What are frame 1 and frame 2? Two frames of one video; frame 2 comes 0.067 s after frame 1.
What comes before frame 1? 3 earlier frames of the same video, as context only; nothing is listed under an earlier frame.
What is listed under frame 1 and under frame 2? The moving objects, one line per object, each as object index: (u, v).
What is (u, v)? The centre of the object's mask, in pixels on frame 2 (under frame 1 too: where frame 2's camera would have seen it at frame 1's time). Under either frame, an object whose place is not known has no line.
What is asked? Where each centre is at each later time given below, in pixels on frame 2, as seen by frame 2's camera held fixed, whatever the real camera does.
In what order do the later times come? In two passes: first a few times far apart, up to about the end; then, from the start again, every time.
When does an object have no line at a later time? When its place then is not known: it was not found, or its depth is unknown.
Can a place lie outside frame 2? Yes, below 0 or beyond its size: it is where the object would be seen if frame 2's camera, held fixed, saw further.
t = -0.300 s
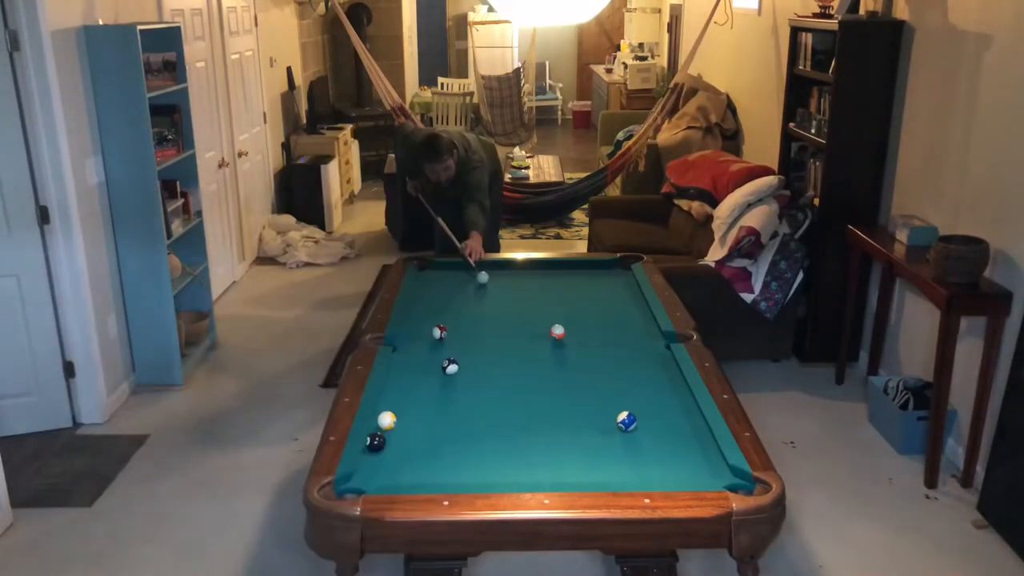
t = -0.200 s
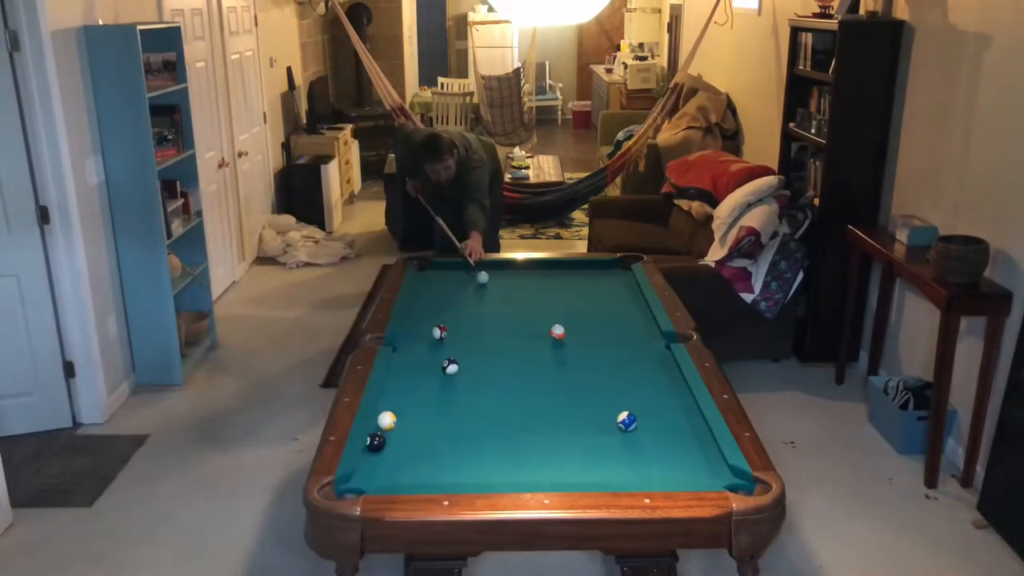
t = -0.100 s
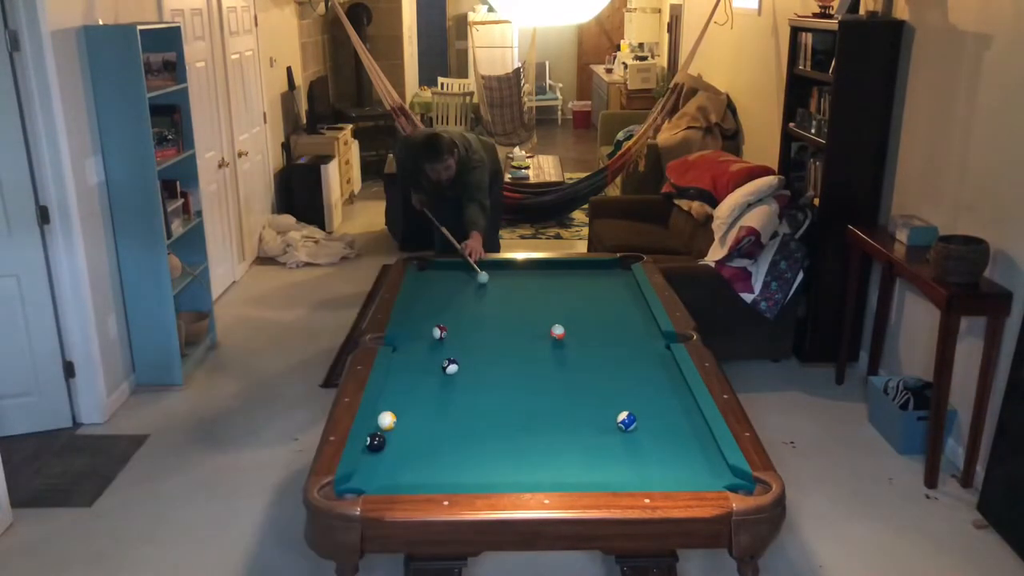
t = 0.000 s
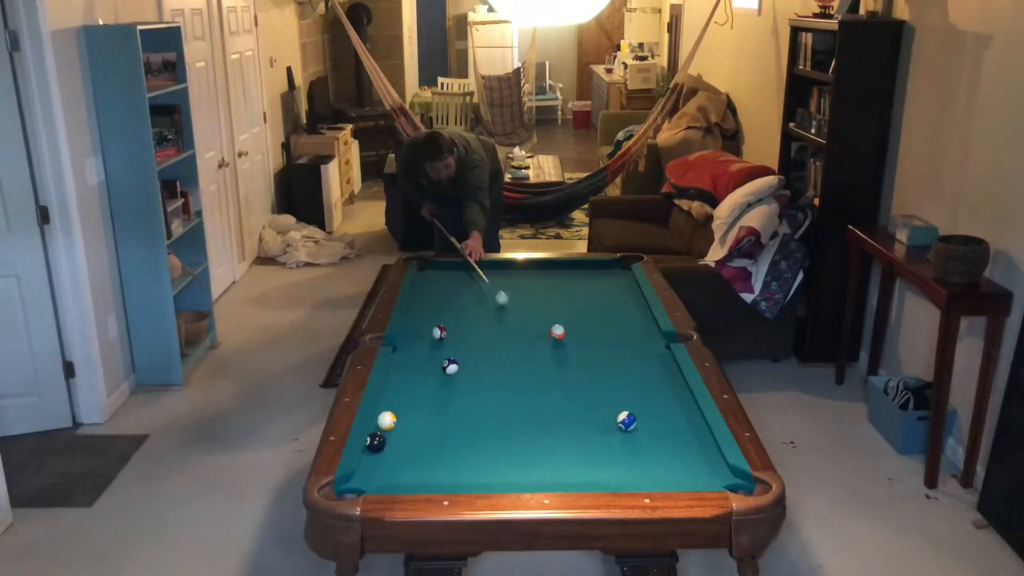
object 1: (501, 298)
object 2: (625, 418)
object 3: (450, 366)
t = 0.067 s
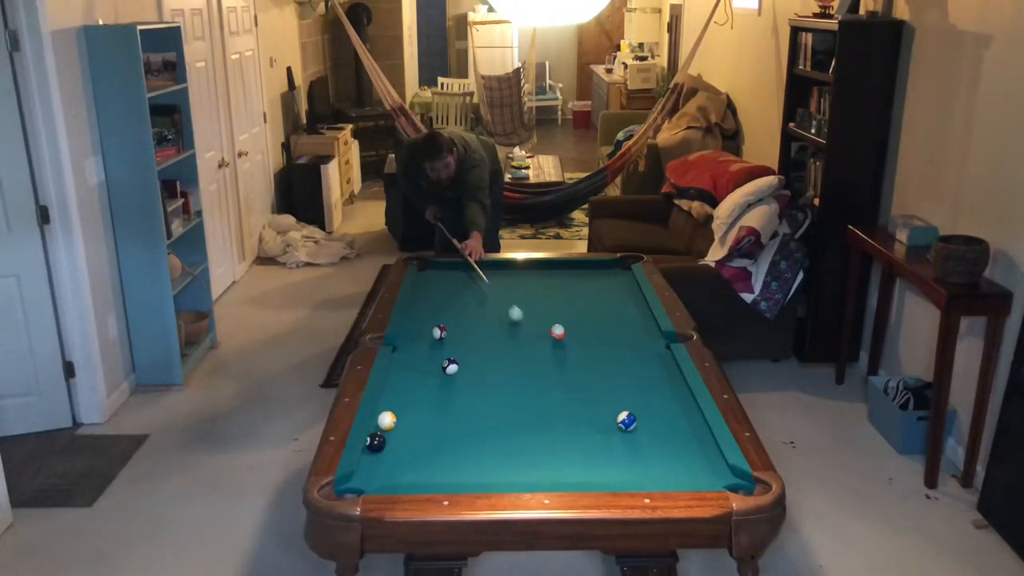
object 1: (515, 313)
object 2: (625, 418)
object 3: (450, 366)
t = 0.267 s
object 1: (561, 363)
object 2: (625, 418)
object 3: (450, 366)
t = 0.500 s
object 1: (594, 429)
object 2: (665, 431)
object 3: (450, 366)
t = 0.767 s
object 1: (556, 465)
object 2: (671, 472)
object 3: (450, 366)
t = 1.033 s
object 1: (527, 432)
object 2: (611, 467)
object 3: (450, 365)
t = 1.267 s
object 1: (505, 410)
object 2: (561, 457)
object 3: (450, 366)
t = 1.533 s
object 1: (484, 387)
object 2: (509, 446)
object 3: (450, 366)
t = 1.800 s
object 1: (467, 369)
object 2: (466, 436)
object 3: (450, 366)
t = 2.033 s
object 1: (470, 355)
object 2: (428, 427)
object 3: (436, 364)
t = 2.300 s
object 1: (473, 341)
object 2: (404, 418)
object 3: (422, 362)
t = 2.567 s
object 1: (477, 329)
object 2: (412, 410)
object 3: (409, 361)
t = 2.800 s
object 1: (480, 320)
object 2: (418, 405)
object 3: (399, 360)
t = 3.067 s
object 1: (483, 310)
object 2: (425, 398)
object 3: (401, 359)
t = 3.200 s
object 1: (484, 306)
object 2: (427, 395)
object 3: (404, 359)
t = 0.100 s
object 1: (523, 321)
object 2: (625, 418)
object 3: (450, 366)
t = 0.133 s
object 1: (529, 329)
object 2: (625, 418)
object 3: (450, 366)
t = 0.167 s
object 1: (537, 337)
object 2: (624, 418)
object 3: (450, 366)
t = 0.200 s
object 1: (544, 345)
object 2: (625, 418)
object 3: (450, 366)
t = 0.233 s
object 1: (553, 354)
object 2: (624, 418)
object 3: (450, 366)
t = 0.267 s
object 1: (561, 363)
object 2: (625, 418)
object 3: (450, 366)
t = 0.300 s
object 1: (570, 373)
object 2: (625, 418)
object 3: (450, 366)
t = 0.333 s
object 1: (579, 383)
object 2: (625, 418)
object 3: (450, 366)
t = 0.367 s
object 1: (590, 393)
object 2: (625, 418)
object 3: (450, 366)
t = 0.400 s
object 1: (600, 405)
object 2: (625, 418)
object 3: (450, 366)
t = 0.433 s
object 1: (608, 416)
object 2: (627, 418)
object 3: (450, 366)
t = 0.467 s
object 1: (601, 422)
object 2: (646, 425)
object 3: (450, 366)
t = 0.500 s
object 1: (594, 429)
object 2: (665, 431)
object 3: (450, 366)
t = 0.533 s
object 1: (588, 436)
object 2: (686, 438)
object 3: (450, 365)
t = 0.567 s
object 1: (582, 443)
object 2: (706, 445)
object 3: (450, 366)
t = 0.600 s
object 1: (577, 452)
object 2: (709, 450)
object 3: (450, 366)
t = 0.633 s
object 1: (573, 460)
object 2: (697, 455)
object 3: (450, 366)
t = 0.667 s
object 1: (568, 469)
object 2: (690, 459)
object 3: (450, 366)
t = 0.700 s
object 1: (564, 475)
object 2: (683, 461)
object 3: (450, 366)
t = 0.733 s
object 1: (560, 470)
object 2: (675, 466)
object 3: (450, 366)
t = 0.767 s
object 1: (556, 465)
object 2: (671, 472)
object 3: (450, 366)
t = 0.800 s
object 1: (552, 460)
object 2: (663, 472)
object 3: (450, 366)
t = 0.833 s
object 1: (548, 455)
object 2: (656, 474)
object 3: (450, 366)
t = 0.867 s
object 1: (544, 450)
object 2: (648, 471)
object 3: (450, 366)
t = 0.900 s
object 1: (541, 446)
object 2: (638, 471)
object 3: (450, 366)
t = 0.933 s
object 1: (537, 443)
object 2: (632, 471)
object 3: (450, 366)
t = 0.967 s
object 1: (533, 440)
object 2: (624, 470)
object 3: (450, 365)
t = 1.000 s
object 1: (530, 436)
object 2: (618, 469)
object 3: (450, 366)
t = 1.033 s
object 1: (527, 432)
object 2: (611, 467)
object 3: (450, 365)
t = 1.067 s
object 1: (523, 429)
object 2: (602, 465)
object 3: (450, 366)
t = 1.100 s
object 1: (520, 425)
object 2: (595, 464)
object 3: (450, 366)
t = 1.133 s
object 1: (517, 422)
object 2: (588, 463)
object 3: (450, 365)
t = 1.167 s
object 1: (514, 419)
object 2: (581, 462)
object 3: (450, 366)
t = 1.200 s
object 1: (511, 416)
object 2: (574, 460)
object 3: (450, 366)
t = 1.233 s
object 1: (508, 413)
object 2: (568, 458)
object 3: (450, 366)
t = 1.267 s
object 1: (505, 410)
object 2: (561, 457)
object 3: (450, 366)
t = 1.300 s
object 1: (502, 407)
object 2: (554, 455)
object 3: (450, 366)
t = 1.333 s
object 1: (500, 404)
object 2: (547, 454)
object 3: (450, 366)
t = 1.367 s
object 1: (497, 401)
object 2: (541, 453)
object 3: (450, 366)
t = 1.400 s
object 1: (494, 398)
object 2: (534, 452)
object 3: (450, 366)
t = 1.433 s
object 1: (492, 395)
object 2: (528, 450)
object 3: (450, 366)
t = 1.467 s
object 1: (489, 393)
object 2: (522, 449)
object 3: (450, 366)
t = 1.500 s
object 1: (487, 390)
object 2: (515, 447)
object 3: (450, 366)
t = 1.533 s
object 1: (484, 387)
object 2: (509, 446)
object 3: (450, 366)
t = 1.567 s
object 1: (482, 385)
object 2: (503, 444)
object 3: (450, 366)
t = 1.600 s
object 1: (480, 382)
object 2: (497, 443)
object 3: (450, 366)
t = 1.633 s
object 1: (477, 380)
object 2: (491, 442)
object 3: (450, 366)
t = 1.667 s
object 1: (476, 378)
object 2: (488, 441)
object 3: (450, 366)
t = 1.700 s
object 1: (474, 376)
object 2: (483, 440)
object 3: (450, 366)
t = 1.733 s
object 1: (472, 373)
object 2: (477, 438)
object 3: (450, 366)
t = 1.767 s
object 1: (470, 371)
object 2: (471, 437)
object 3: (450, 366)
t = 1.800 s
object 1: (467, 369)
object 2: (466, 436)
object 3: (450, 366)
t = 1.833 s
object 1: (467, 367)
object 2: (460, 434)
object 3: (448, 366)
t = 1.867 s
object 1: (468, 364)
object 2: (455, 433)
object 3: (446, 365)
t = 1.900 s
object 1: (468, 362)
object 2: (449, 432)
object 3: (444, 365)
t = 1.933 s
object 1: (469, 361)
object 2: (444, 431)
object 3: (442, 364)
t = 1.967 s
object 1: (469, 359)
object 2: (439, 429)
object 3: (440, 364)
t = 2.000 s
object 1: (469, 357)
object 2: (433, 428)
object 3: (438, 364)
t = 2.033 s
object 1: (470, 355)
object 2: (428, 427)
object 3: (436, 364)
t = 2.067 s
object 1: (470, 353)
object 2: (423, 426)
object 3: (434, 364)
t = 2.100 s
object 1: (471, 351)
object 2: (418, 425)
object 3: (432, 364)
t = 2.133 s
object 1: (471, 350)
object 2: (413, 424)
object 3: (430, 364)
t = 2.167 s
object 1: (472, 348)
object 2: (408, 423)
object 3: (429, 363)
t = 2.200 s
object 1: (472, 346)
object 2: (406, 422)
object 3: (427, 363)
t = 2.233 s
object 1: (472, 344)
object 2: (405, 421)
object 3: (425, 362)
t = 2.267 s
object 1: (473, 343)
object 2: (405, 419)
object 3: (423, 362)
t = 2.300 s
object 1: (473, 341)
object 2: (404, 418)
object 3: (422, 362)
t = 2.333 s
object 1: (474, 340)
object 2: (406, 417)
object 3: (420, 362)
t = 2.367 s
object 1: (474, 338)
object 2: (407, 416)
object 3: (418, 362)
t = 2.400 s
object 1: (475, 337)
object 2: (408, 416)
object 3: (417, 362)
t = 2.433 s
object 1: (475, 335)
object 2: (408, 415)
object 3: (415, 361)
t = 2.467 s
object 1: (476, 334)
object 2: (409, 414)
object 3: (413, 361)
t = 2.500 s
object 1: (476, 332)
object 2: (410, 412)
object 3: (412, 361)
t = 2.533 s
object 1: (476, 331)
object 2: (412, 410)
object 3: (411, 361)
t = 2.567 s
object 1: (477, 329)
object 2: (412, 410)
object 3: (409, 361)
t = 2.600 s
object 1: (477, 328)
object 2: (413, 409)
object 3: (408, 360)
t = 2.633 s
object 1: (478, 327)
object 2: (414, 408)
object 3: (406, 360)
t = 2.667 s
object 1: (478, 325)
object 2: (415, 408)
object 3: (405, 360)
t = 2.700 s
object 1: (479, 324)
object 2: (416, 407)
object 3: (404, 360)
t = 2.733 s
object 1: (479, 323)
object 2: (416, 406)
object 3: (402, 360)
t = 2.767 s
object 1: (479, 321)
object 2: (417, 406)
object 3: (401, 360)
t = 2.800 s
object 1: (480, 320)
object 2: (418, 405)
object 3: (399, 360)
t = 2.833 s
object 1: (480, 319)
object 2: (419, 404)
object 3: (398, 360)
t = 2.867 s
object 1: (480, 318)
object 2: (420, 403)
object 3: (398, 359)
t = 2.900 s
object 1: (481, 316)
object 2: (421, 402)
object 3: (399, 359)
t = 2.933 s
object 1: (481, 315)
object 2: (422, 400)
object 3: (399, 359)
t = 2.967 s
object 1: (482, 314)
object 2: (423, 399)
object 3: (400, 359)
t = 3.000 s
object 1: (482, 313)
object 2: (425, 398)
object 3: (401, 360)
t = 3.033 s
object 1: (482, 312)
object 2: (424, 398)
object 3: (401, 359)
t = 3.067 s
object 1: (483, 310)
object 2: (425, 398)
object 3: (401, 359)
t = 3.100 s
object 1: (483, 310)
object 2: (425, 398)
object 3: (402, 359)
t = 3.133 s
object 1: (483, 308)
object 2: (426, 397)
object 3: (403, 359)
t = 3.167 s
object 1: (484, 308)
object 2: (426, 396)
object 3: (403, 359)
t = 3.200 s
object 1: (484, 306)
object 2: (427, 395)
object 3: (404, 359)
